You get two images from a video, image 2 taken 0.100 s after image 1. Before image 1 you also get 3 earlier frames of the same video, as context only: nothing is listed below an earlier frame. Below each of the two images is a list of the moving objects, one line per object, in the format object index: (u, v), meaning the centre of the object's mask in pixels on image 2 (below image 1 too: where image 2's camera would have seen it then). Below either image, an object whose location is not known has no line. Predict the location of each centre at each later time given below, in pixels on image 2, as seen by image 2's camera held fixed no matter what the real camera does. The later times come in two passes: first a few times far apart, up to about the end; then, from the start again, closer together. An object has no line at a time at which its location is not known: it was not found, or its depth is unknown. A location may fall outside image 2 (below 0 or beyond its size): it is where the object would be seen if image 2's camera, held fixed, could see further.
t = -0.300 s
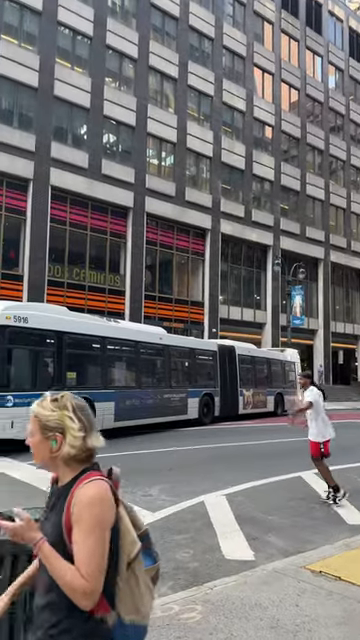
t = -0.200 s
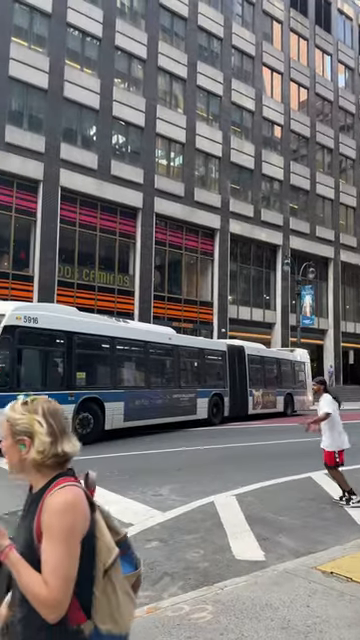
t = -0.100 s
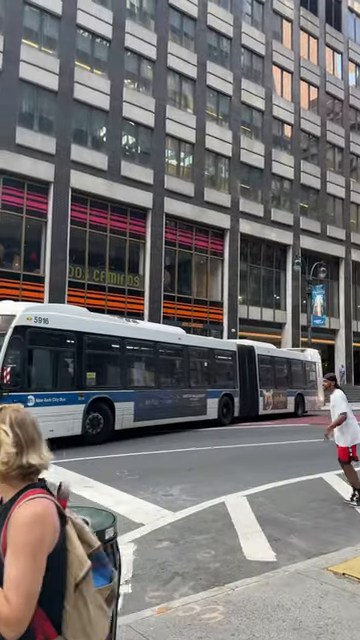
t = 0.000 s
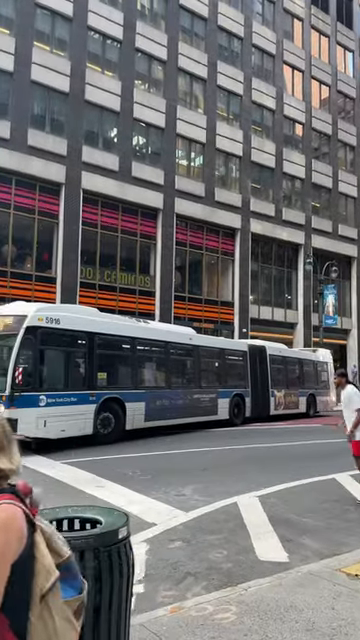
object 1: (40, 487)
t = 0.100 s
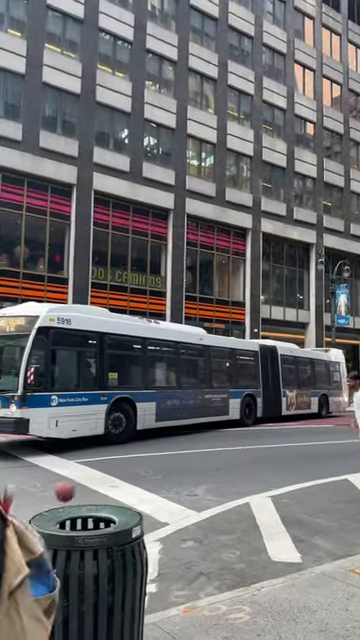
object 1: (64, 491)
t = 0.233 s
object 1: (91, 469)
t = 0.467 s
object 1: (135, 461)
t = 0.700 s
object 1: (176, 502)
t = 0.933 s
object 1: (227, 496)
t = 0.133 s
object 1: (72, 485)
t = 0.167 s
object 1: (78, 478)
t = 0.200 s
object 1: (85, 473)
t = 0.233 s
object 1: (91, 469)
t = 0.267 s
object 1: (97, 464)
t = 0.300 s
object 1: (104, 461)
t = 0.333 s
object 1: (110, 459)
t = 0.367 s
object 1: (116, 459)
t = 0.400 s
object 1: (122, 459)
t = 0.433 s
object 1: (129, 459)
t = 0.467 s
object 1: (135, 461)
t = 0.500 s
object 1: (141, 465)
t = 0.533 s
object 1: (147, 468)
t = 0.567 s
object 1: (153, 473)
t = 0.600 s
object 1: (159, 478)
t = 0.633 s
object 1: (164, 486)
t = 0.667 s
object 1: (170, 493)
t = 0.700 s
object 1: (176, 502)
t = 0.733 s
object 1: (182, 512)
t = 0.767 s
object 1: (189, 515)
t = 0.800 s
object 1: (197, 509)
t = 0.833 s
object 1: (205, 504)
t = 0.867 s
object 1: (212, 501)
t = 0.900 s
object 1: (220, 499)
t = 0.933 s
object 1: (227, 496)
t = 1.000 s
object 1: (241, 497)
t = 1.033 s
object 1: (249, 498)
